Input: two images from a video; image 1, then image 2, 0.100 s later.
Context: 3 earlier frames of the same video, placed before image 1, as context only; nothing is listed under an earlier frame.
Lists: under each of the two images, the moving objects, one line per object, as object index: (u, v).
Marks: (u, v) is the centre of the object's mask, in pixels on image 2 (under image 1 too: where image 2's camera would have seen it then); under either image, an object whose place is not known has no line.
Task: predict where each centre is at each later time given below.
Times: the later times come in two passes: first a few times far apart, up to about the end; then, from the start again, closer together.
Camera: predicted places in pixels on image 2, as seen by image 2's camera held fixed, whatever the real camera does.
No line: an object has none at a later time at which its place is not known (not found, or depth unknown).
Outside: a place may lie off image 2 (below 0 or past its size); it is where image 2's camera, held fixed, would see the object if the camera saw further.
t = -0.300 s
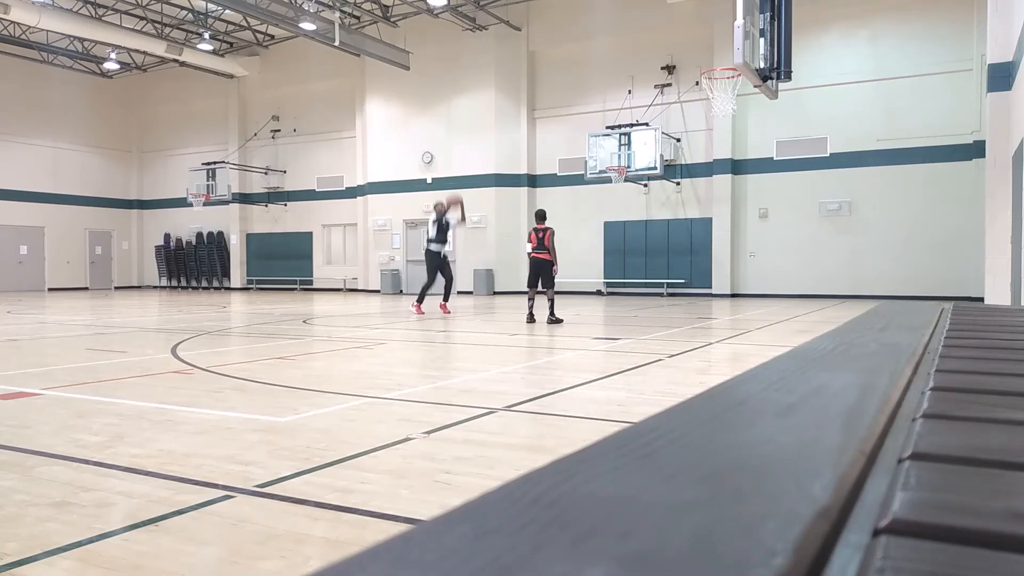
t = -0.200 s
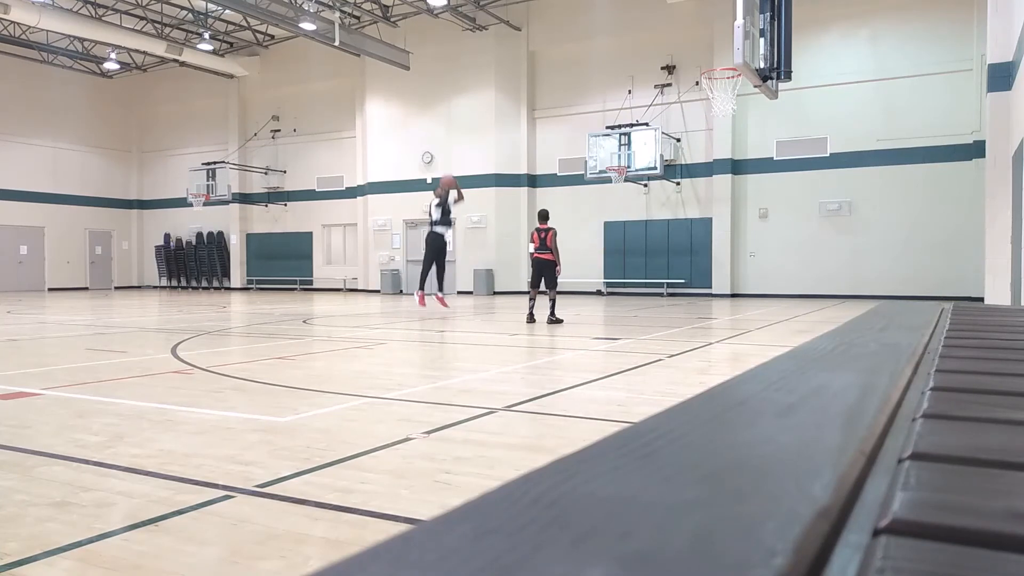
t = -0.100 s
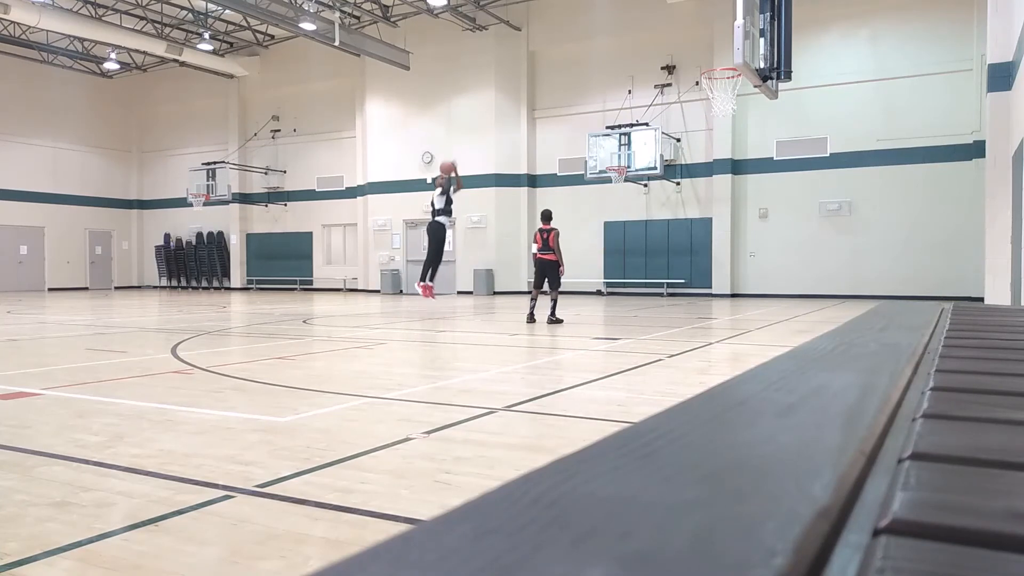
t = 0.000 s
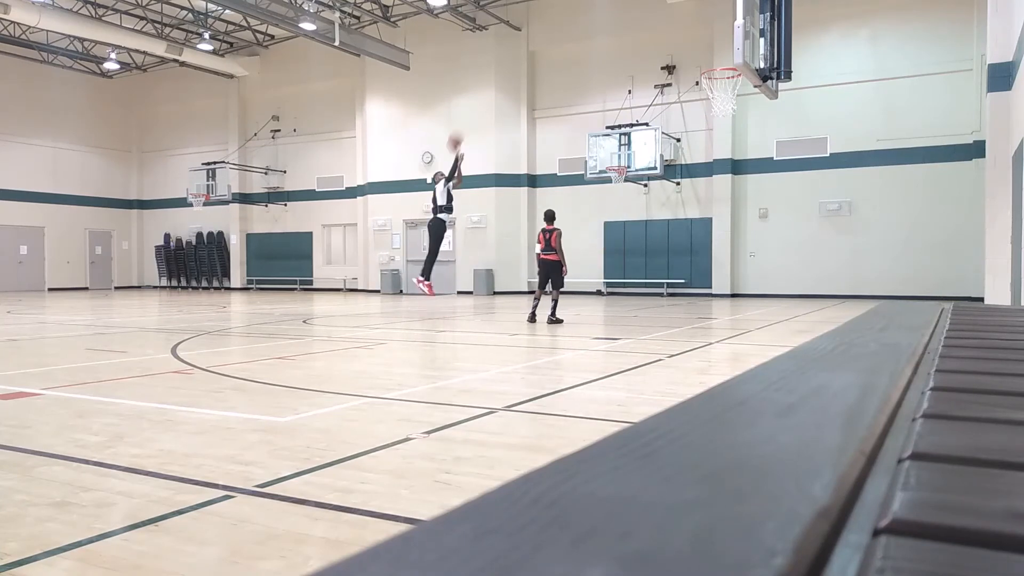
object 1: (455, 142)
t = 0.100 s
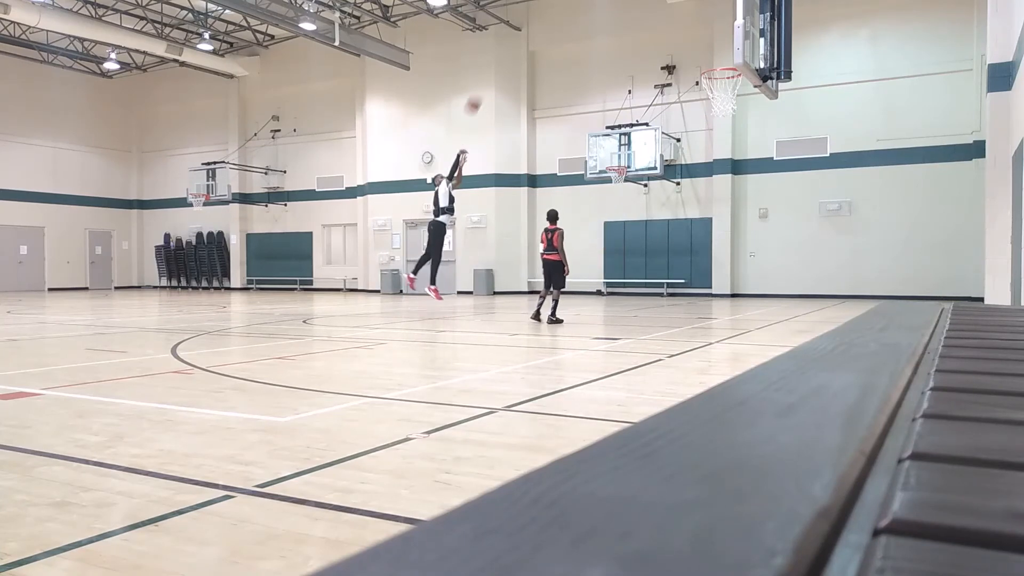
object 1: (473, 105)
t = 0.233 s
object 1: (500, 64)
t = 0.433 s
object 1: (541, 18)
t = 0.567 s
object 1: (571, 4)
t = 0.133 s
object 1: (480, 95)
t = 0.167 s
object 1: (486, 83)
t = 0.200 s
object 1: (493, 73)
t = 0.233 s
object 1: (500, 64)
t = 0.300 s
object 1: (513, 45)
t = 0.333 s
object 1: (520, 36)
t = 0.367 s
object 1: (527, 29)
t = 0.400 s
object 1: (534, 24)
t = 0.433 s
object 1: (541, 18)
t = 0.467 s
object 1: (548, 12)
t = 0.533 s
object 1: (563, 6)
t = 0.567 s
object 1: (571, 4)
